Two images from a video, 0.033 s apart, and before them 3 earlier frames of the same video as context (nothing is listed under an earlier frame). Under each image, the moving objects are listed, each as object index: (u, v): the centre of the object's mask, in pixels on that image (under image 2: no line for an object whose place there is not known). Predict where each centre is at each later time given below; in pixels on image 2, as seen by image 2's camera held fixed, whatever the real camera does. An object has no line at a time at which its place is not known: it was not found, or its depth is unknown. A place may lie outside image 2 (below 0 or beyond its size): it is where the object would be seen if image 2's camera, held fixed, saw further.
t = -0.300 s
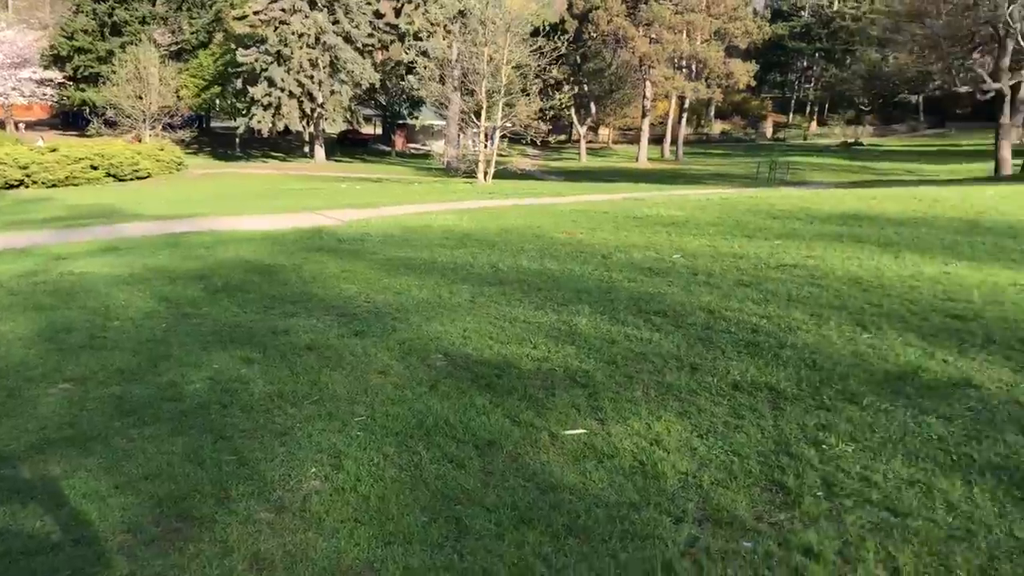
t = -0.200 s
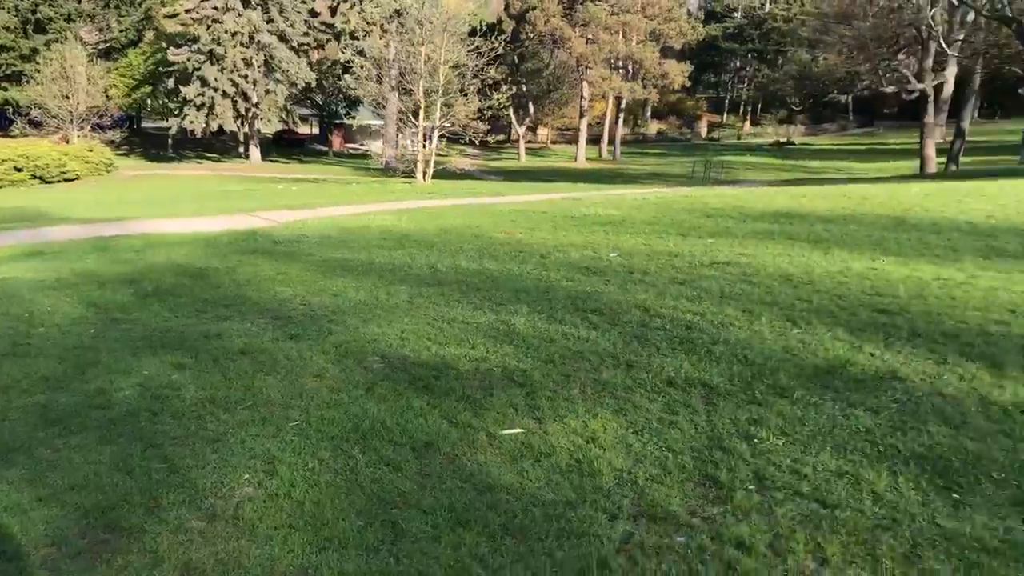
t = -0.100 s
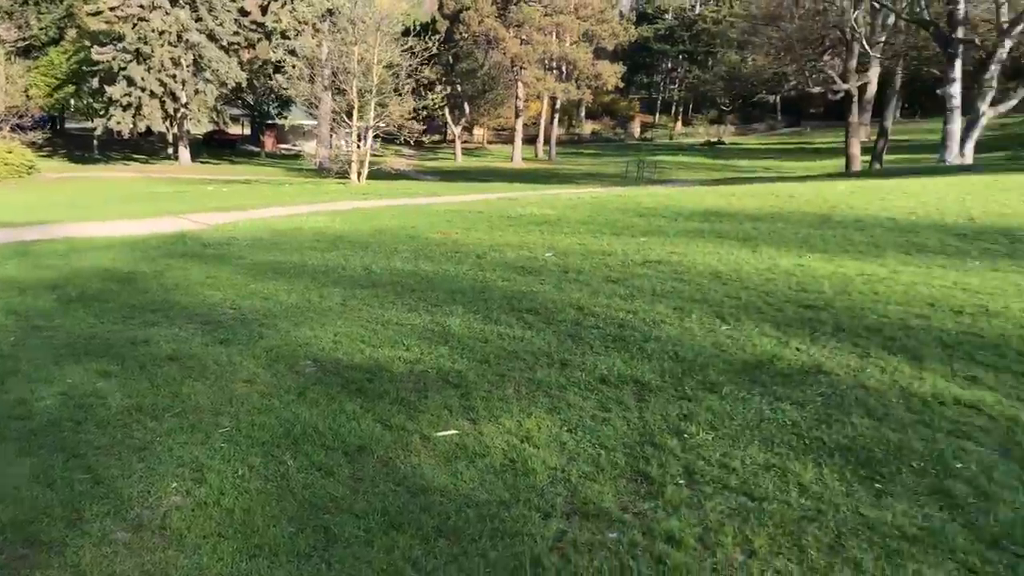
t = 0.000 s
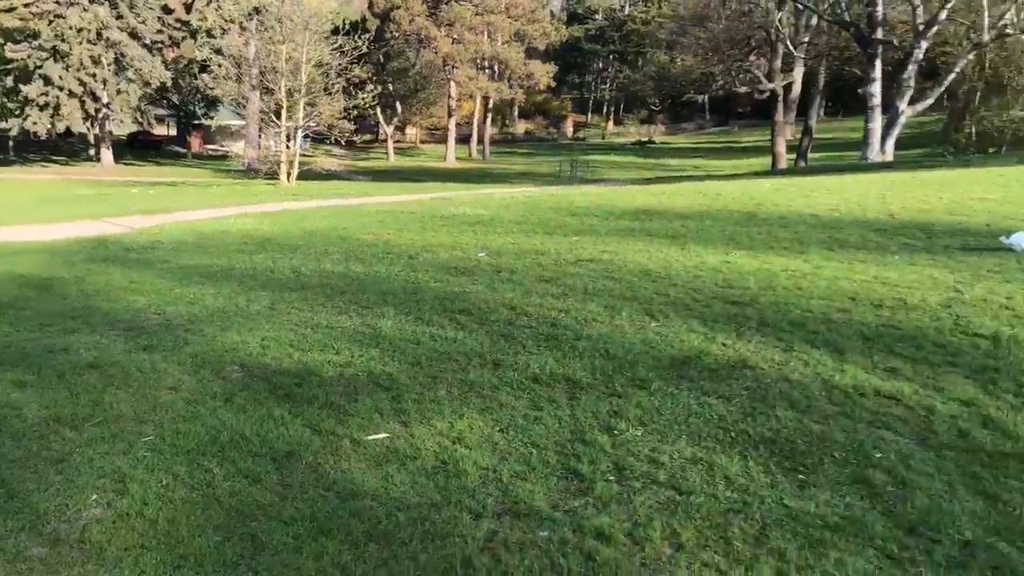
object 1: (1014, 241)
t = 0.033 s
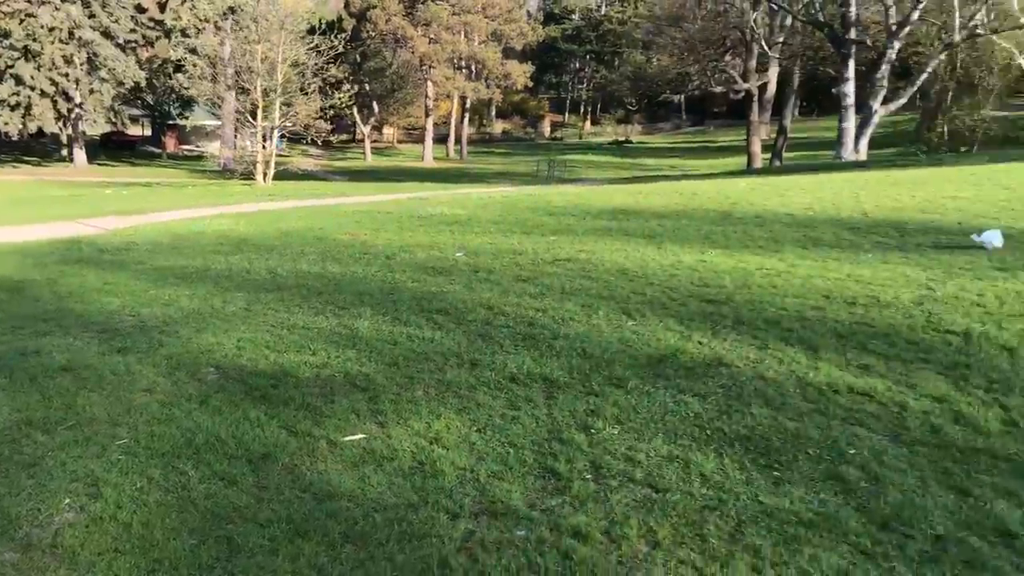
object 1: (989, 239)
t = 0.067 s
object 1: (988, 238)
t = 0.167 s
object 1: (982, 239)
